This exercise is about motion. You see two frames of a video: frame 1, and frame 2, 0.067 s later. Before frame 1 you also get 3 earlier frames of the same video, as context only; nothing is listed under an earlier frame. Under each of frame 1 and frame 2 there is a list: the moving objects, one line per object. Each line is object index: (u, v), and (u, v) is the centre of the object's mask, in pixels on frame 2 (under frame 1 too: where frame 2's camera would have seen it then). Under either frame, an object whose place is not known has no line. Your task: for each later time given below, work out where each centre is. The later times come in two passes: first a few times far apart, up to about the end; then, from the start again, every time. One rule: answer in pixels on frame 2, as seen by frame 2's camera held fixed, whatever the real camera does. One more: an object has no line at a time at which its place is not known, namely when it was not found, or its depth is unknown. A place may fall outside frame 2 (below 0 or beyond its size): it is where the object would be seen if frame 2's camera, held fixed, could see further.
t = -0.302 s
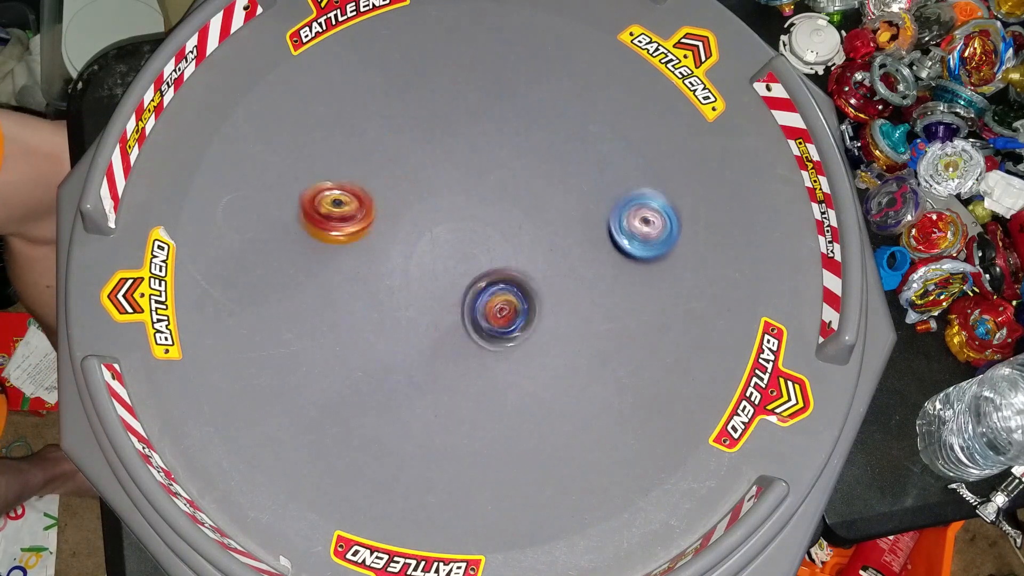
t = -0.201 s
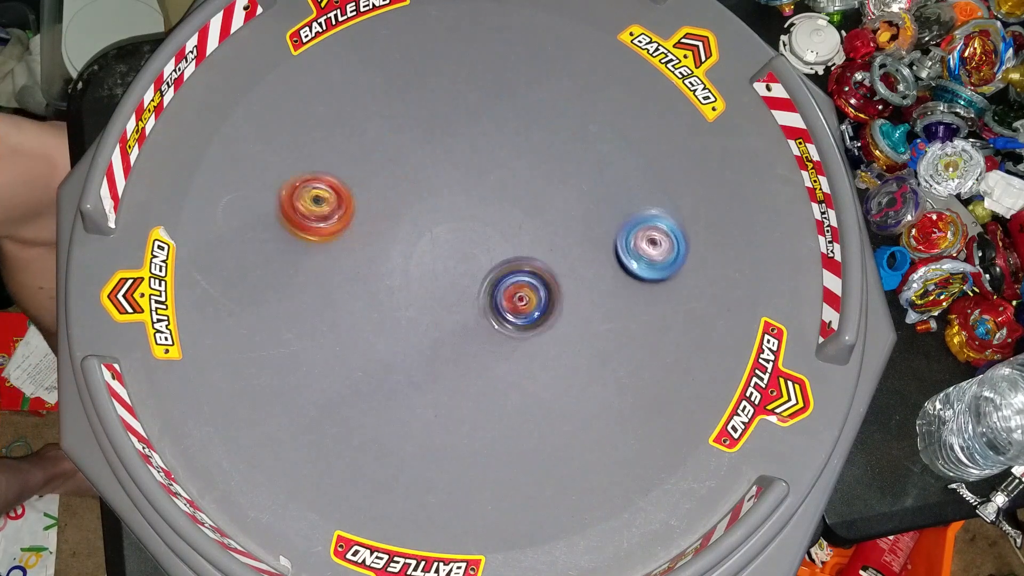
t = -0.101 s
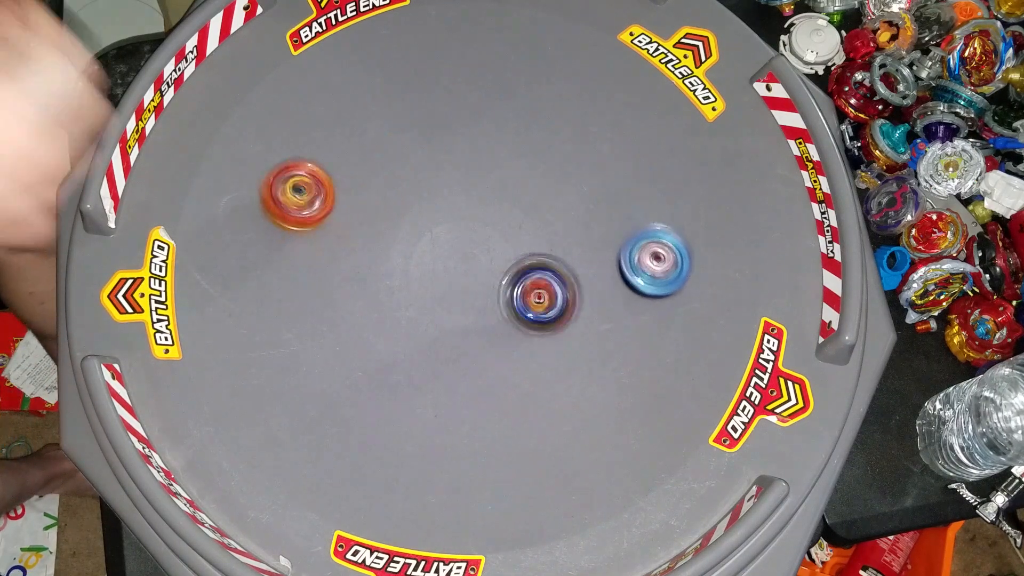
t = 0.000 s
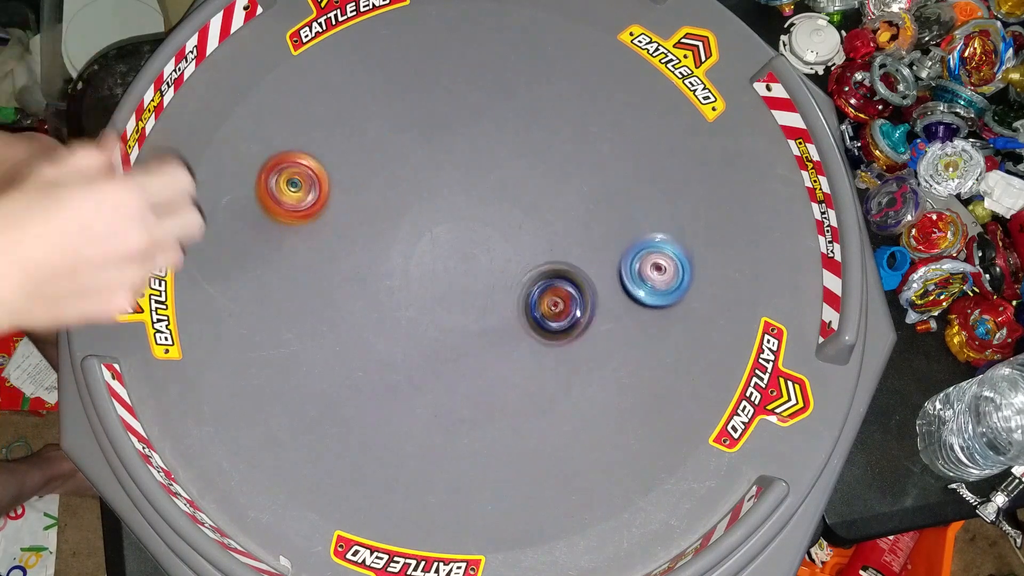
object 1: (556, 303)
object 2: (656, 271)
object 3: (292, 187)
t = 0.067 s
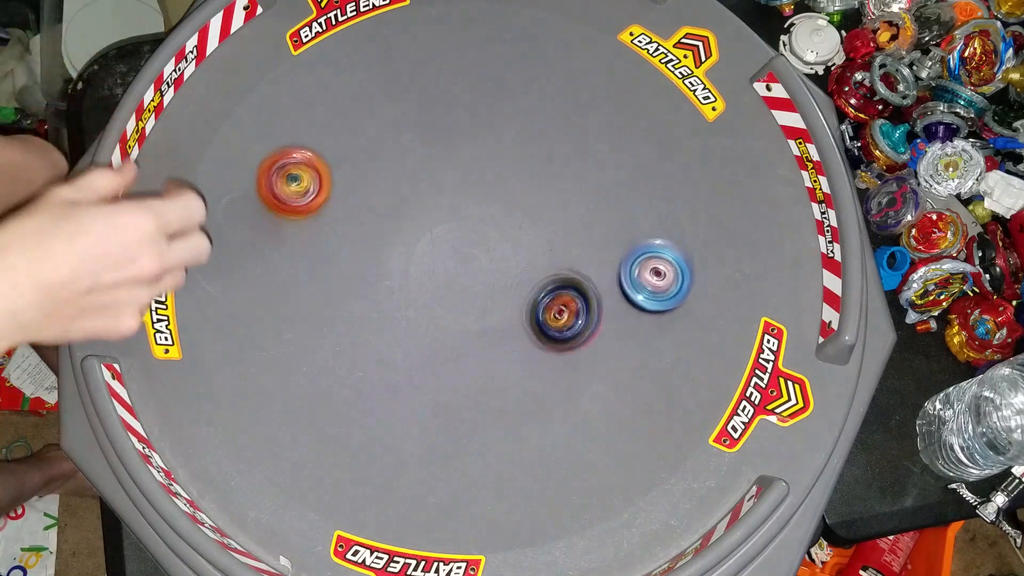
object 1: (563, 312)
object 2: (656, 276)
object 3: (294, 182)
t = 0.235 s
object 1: (559, 334)
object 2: (650, 287)
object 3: (318, 182)
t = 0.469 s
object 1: (523, 332)
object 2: (642, 300)
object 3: (367, 210)
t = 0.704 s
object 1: (514, 289)
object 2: (632, 309)
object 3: (376, 254)
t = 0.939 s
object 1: (542, 257)
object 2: (622, 318)
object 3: (331, 282)
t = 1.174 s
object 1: (568, 257)
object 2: (612, 332)
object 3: (298, 289)
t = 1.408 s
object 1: (564, 257)
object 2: (600, 349)
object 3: (314, 284)
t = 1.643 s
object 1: (549, 239)
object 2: (591, 360)
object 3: (368, 282)
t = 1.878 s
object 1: (545, 213)
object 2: (584, 370)
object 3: (404, 309)
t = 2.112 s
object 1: (542, 205)
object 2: (576, 376)
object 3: (400, 350)
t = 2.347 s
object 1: (538, 207)
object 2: (564, 380)
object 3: (385, 372)
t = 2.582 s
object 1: (521, 199)
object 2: (549, 383)
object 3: (395, 359)
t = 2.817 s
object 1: (514, 185)
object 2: (535, 387)
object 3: (430, 324)
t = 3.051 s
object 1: (512, 184)
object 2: (524, 393)
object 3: (472, 312)
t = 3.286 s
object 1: (501, 186)
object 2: (515, 404)
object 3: (504, 322)
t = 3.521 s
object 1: (499, 174)
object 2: (525, 453)
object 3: (496, 268)
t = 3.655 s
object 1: (505, 162)
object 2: (520, 451)
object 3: (477, 270)
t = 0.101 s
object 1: (566, 316)
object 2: (655, 278)
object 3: (298, 179)
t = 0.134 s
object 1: (565, 321)
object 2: (654, 281)
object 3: (302, 179)
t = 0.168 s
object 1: (564, 327)
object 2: (652, 284)
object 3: (307, 179)
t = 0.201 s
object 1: (562, 331)
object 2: (651, 285)
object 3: (311, 181)
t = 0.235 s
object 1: (559, 334)
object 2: (650, 287)
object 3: (318, 182)
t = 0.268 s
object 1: (554, 337)
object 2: (648, 289)
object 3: (326, 183)
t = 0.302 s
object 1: (550, 339)
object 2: (647, 291)
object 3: (335, 187)
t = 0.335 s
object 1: (544, 339)
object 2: (646, 293)
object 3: (342, 191)
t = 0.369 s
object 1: (538, 339)
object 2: (645, 295)
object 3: (348, 194)
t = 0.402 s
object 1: (533, 337)
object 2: (644, 296)
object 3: (355, 198)
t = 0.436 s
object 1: (528, 335)
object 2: (643, 298)
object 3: (361, 203)
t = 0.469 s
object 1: (523, 332)
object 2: (642, 300)
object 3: (367, 210)
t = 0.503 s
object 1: (518, 327)
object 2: (641, 301)
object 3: (372, 216)
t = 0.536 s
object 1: (515, 321)
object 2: (639, 303)
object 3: (375, 223)
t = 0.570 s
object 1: (512, 315)
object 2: (638, 304)
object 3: (377, 229)
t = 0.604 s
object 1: (510, 308)
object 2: (636, 305)
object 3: (378, 235)
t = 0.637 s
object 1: (510, 301)
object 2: (635, 306)
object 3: (378, 242)
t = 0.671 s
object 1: (512, 294)
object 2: (633, 307)
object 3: (378, 248)
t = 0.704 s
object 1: (514, 289)
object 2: (632, 309)
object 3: (376, 254)
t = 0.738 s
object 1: (517, 283)
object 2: (630, 310)
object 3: (373, 260)
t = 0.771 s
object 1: (519, 278)
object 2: (629, 311)
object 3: (368, 264)
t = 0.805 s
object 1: (523, 273)
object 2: (627, 312)
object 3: (363, 268)
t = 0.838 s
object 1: (526, 269)
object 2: (626, 314)
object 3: (357, 272)
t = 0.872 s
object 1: (531, 264)
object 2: (624, 315)
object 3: (348, 276)
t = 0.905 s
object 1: (537, 260)
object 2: (623, 316)
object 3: (339, 279)
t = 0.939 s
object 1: (542, 257)
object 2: (622, 318)
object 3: (331, 282)
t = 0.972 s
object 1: (546, 257)
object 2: (620, 319)
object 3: (323, 285)
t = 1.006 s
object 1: (552, 256)
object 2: (618, 321)
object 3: (316, 287)
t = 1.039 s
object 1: (556, 257)
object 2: (617, 322)
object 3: (311, 287)
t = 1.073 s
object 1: (561, 257)
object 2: (615, 323)
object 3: (307, 288)
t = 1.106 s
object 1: (566, 259)
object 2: (613, 325)
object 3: (304, 289)
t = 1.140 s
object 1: (567, 258)
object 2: (613, 328)
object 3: (301, 289)
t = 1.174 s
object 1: (568, 257)
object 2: (612, 332)
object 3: (298, 289)
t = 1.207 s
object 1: (569, 257)
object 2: (610, 335)
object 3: (296, 288)
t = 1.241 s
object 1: (572, 258)
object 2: (608, 338)
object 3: (297, 288)
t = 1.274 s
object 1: (569, 260)
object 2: (607, 340)
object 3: (298, 287)
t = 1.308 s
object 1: (568, 259)
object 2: (605, 343)
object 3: (301, 286)
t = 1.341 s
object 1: (567, 259)
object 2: (603, 345)
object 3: (305, 285)
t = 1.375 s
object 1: (564, 258)
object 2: (602, 347)
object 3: (309, 285)
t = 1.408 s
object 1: (564, 257)
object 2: (600, 349)
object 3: (314, 284)
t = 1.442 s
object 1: (563, 257)
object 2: (598, 351)
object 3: (319, 284)
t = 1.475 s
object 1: (561, 255)
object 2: (597, 353)
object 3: (327, 283)
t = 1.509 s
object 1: (558, 253)
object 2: (596, 354)
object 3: (335, 281)
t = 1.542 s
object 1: (555, 250)
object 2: (595, 356)
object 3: (345, 281)
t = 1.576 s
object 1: (552, 246)
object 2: (594, 357)
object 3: (354, 281)
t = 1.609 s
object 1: (550, 243)
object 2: (592, 358)
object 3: (361, 282)
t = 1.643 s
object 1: (549, 239)
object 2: (591, 360)
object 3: (368, 282)
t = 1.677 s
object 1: (547, 234)
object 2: (590, 361)
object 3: (374, 285)
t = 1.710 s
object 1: (546, 230)
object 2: (589, 363)
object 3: (381, 287)
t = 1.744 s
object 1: (545, 226)
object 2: (588, 364)
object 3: (387, 290)
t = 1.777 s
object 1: (544, 221)
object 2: (587, 366)
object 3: (393, 295)
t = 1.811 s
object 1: (543, 218)
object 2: (586, 367)
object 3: (398, 300)
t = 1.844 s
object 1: (544, 214)
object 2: (585, 368)
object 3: (401, 304)
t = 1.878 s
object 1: (545, 213)
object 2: (584, 370)
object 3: (404, 309)
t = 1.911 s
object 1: (544, 211)
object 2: (583, 370)
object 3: (406, 314)
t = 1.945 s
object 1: (544, 208)
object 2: (582, 372)
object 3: (407, 319)
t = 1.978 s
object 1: (545, 209)
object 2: (581, 373)
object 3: (409, 324)
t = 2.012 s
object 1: (543, 209)
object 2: (580, 374)
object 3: (408, 331)
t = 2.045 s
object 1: (543, 206)
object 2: (579, 375)
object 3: (405, 338)
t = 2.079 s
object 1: (543, 207)
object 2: (578, 376)
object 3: (402, 344)
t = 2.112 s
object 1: (542, 205)
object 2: (576, 376)
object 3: (400, 350)
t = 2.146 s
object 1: (544, 204)
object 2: (575, 377)
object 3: (397, 356)
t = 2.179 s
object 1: (544, 206)
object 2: (573, 378)
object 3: (395, 361)
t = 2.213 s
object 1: (543, 206)
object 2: (571, 378)
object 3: (391, 364)
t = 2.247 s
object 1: (543, 206)
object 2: (570, 379)
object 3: (389, 367)
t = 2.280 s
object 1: (540, 207)
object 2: (568, 379)
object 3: (388, 369)
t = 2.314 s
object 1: (538, 207)
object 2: (566, 380)
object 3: (387, 371)
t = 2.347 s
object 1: (538, 207)
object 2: (564, 380)
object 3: (385, 372)
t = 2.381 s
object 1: (536, 207)
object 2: (562, 380)
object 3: (384, 371)
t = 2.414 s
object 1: (534, 206)
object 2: (560, 381)
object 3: (386, 370)
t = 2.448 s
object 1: (533, 206)
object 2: (558, 381)
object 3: (387, 370)
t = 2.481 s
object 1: (531, 205)
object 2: (555, 382)
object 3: (387, 369)
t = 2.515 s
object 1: (528, 203)
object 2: (553, 382)
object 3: (388, 366)
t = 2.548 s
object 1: (524, 202)
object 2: (551, 382)
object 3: (391, 363)
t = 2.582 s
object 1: (521, 199)
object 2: (549, 383)
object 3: (395, 359)
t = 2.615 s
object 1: (519, 196)
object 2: (547, 383)
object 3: (399, 355)
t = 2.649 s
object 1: (520, 196)
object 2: (545, 384)
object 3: (403, 351)
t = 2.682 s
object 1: (520, 196)
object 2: (543, 384)
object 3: (407, 345)
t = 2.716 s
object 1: (518, 193)
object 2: (541, 385)
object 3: (412, 339)
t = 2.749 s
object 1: (515, 191)
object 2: (539, 386)
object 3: (418, 334)
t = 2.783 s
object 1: (513, 187)
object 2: (537, 387)
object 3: (424, 328)
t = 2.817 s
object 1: (514, 185)
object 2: (535, 387)
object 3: (430, 324)
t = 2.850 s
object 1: (516, 187)
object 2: (533, 388)
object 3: (436, 320)
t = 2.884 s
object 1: (513, 187)
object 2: (531, 389)
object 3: (443, 318)
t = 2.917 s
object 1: (512, 185)
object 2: (530, 390)
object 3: (449, 316)
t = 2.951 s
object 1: (512, 185)
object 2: (528, 391)
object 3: (455, 315)
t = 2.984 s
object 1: (510, 183)
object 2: (526, 391)
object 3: (460, 315)
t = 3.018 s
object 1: (512, 182)
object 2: (525, 392)
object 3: (466, 313)
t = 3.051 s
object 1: (512, 184)
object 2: (524, 393)
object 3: (472, 312)
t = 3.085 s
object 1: (510, 185)
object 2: (522, 394)
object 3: (477, 311)
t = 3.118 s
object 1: (509, 185)
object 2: (520, 394)
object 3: (481, 311)
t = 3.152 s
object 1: (508, 186)
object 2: (518, 395)
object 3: (485, 312)
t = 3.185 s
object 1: (505, 186)
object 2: (516, 396)
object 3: (497, 317)
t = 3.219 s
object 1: (504, 186)
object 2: (515, 396)
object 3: (501, 320)
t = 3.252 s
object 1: (502, 186)
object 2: (514, 398)
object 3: (503, 323)
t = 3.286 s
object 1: (501, 186)
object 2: (515, 404)
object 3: (504, 322)
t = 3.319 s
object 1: (500, 187)
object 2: (519, 420)
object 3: (503, 309)
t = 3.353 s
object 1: (497, 186)
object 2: (522, 433)
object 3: (502, 297)
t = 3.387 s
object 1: (497, 185)
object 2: (523, 442)
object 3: (500, 286)
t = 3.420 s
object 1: (496, 186)
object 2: (524, 448)
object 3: (500, 275)
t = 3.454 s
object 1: (494, 186)
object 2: (525, 451)
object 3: (501, 267)
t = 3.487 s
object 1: (494, 184)
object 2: (525, 453)
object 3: (501, 263)
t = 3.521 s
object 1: (499, 174)
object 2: (525, 453)
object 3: (496, 268)
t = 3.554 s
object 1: (501, 168)
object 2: (524, 453)
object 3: (489, 272)
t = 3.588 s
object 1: (502, 164)
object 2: (523, 452)
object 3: (482, 272)
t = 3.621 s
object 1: (504, 162)
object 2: (522, 452)
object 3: (479, 271)
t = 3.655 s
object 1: (505, 162)
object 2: (520, 451)
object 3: (477, 270)
